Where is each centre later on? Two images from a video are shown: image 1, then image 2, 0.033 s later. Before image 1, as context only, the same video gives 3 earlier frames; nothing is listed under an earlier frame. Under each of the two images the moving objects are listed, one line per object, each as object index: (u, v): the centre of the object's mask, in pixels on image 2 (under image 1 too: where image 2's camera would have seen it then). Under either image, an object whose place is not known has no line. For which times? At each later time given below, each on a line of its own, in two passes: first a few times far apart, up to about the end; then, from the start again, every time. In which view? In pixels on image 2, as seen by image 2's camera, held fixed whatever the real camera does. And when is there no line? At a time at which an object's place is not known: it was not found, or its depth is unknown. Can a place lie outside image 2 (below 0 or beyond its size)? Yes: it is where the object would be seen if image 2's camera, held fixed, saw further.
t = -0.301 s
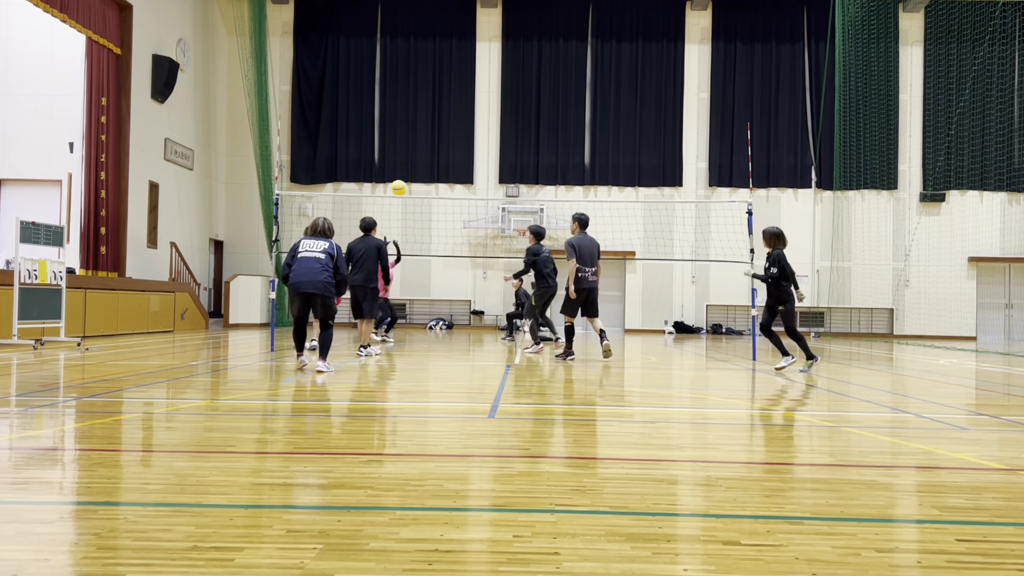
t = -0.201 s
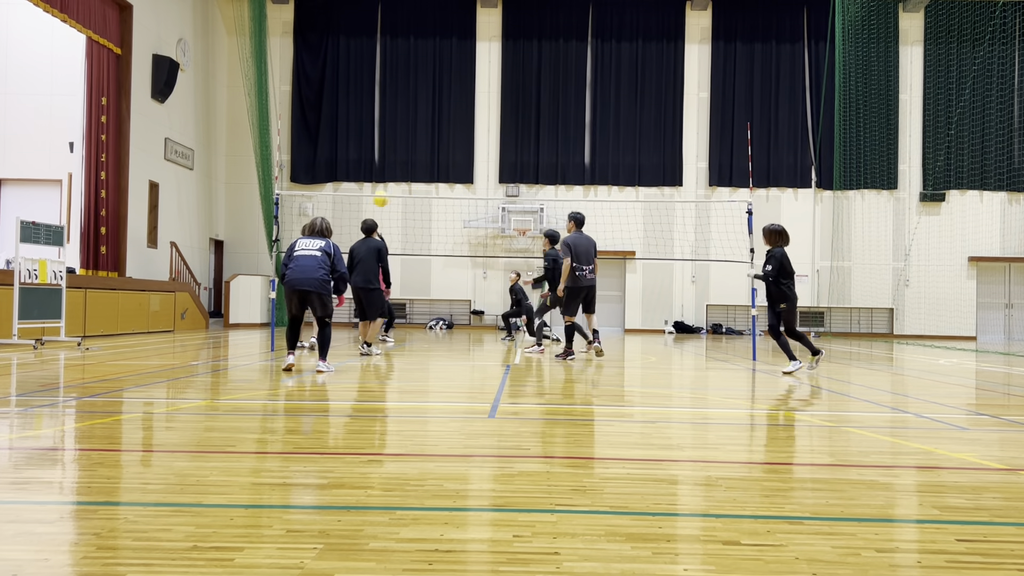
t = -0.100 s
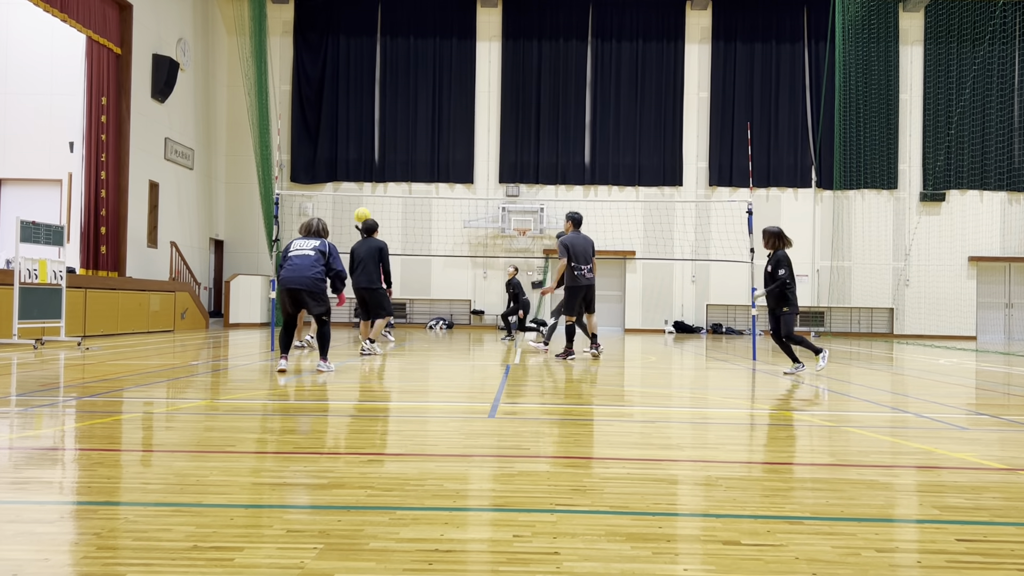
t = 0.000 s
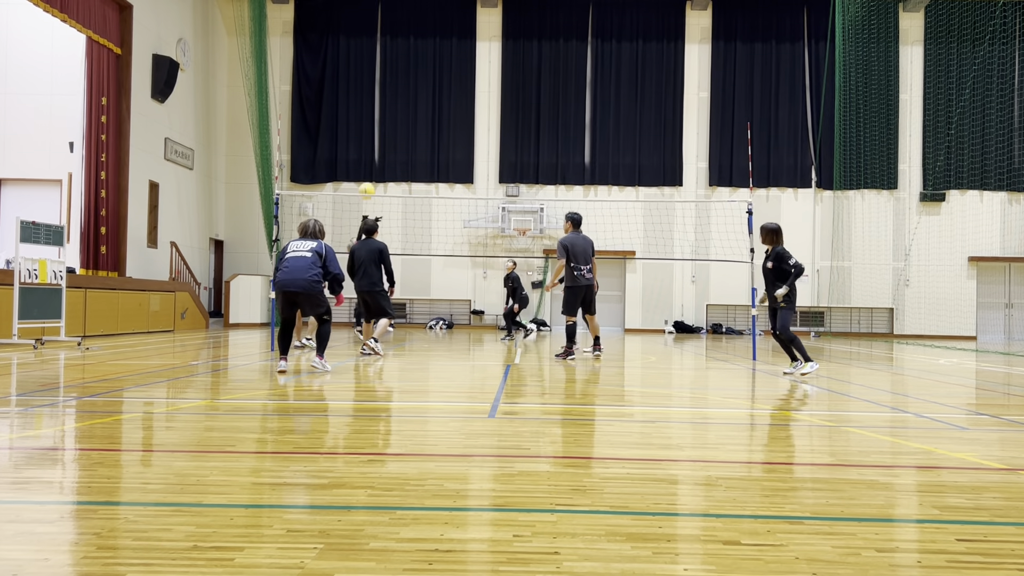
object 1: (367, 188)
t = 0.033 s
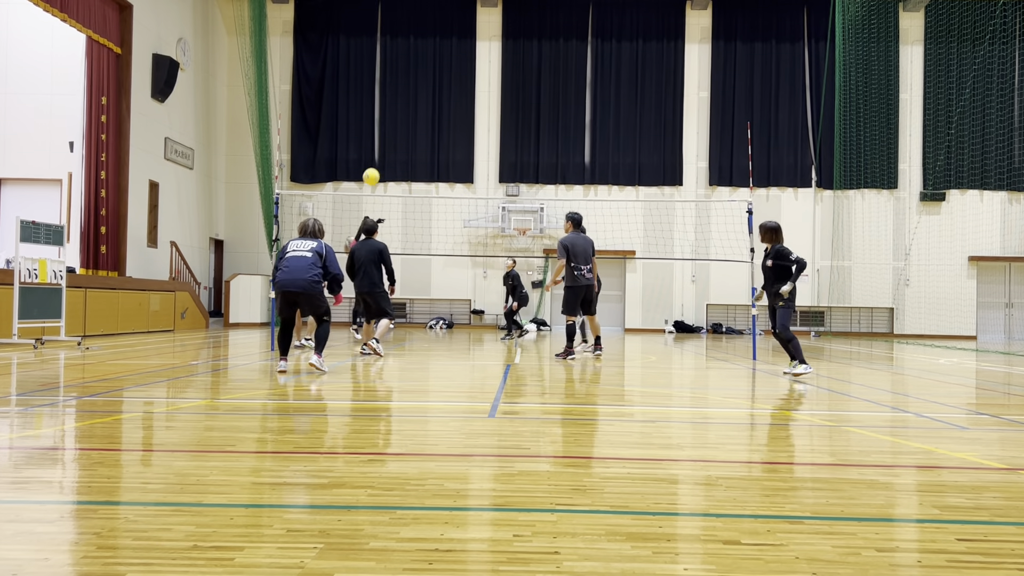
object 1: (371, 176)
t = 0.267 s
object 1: (400, 98)
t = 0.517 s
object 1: (427, 49)
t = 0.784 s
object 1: (456, 40)
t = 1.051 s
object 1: (483, 76)
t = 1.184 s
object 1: (497, 112)
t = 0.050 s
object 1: (373, 170)
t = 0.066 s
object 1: (375, 164)
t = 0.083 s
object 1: (378, 157)
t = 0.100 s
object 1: (380, 151)
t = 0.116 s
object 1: (382, 145)
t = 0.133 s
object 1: (384, 139)
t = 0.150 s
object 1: (386, 133)
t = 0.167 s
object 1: (388, 128)
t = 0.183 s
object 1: (390, 122)
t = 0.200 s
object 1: (392, 117)
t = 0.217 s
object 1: (394, 112)
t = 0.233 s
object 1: (396, 107)
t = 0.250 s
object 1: (398, 102)
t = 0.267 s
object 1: (400, 98)
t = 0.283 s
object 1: (402, 93)
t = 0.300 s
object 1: (404, 89)
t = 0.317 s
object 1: (406, 85)
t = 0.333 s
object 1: (407, 81)
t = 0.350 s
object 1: (409, 77)
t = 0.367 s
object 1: (411, 74)
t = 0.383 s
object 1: (413, 70)
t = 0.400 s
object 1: (415, 67)
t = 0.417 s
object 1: (417, 64)
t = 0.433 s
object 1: (418, 61)
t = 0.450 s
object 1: (420, 58)
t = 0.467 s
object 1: (422, 56)
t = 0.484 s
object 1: (424, 53)
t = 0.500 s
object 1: (426, 51)
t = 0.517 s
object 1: (427, 49)
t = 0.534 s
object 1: (429, 47)
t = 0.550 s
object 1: (431, 46)
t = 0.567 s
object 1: (433, 44)
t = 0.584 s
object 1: (434, 43)
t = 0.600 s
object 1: (436, 42)
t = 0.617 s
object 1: (438, 41)
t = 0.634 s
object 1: (440, 40)
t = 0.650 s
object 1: (441, 39)
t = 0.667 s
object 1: (443, 39)
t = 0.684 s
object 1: (445, 38)
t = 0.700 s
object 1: (447, 38)
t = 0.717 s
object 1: (449, 38)
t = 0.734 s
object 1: (450, 38)
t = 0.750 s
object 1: (452, 39)
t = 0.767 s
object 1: (454, 39)
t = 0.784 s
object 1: (456, 40)
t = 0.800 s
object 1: (457, 41)
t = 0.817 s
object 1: (459, 42)
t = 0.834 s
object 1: (461, 43)
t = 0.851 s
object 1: (462, 45)
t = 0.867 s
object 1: (464, 46)
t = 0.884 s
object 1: (466, 48)
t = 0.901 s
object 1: (468, 50)
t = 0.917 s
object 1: (469, 52)
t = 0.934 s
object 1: (471, 55)
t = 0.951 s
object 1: (472, 57)
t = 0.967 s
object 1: (474, 60)
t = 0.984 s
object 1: (476, 63)
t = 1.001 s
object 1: (478, 66)
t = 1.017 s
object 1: (479, 69)
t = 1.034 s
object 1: (481, 73)
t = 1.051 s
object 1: (483, 76)
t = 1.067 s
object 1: (485, 80)
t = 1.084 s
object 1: (486, 84)
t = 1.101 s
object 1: (488, 88)
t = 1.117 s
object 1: (490, 92)
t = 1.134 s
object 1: (492, 96)
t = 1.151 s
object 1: (493, 101)
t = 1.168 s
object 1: (495, 106)
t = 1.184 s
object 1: (497, 112)
